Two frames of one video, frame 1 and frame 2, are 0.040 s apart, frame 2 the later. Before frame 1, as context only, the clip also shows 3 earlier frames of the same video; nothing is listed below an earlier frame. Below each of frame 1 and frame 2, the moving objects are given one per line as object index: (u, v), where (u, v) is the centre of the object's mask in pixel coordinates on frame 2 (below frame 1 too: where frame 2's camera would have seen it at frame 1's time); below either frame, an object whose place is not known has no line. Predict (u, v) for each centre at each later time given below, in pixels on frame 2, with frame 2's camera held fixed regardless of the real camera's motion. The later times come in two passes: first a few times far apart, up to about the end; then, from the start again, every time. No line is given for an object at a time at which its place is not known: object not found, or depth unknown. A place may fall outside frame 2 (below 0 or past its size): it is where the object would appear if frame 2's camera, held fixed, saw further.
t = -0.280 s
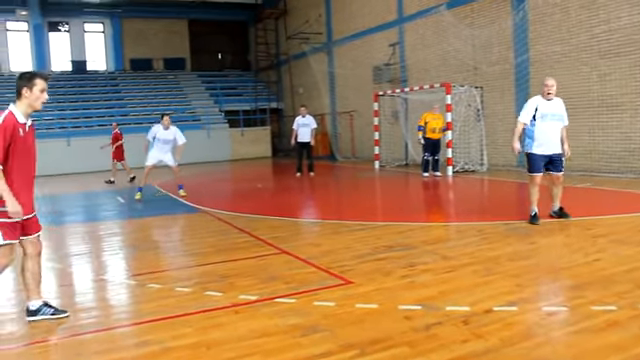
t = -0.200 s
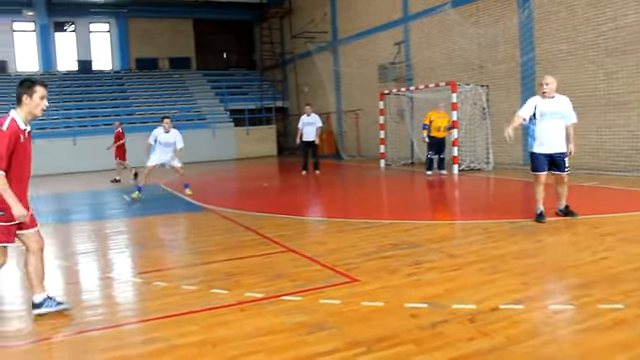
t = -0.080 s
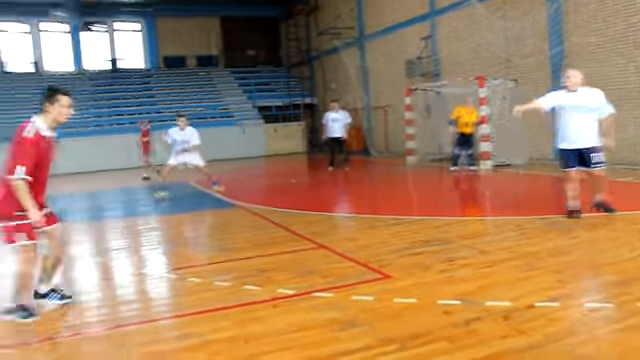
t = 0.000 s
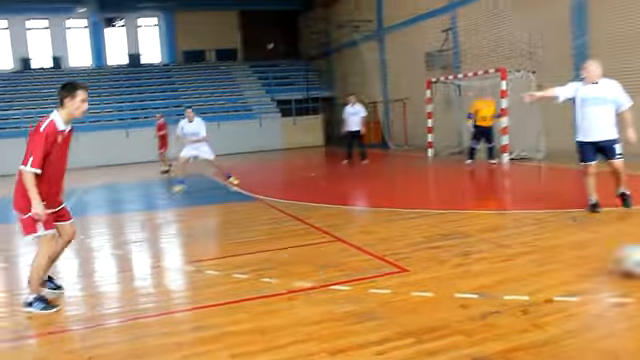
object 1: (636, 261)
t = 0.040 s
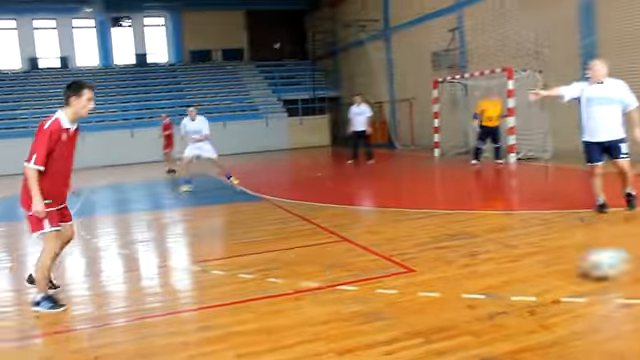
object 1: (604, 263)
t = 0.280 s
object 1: (399, 266)
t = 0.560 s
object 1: (189, 271)
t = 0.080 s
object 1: (568, 264)
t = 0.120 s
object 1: (533, 262)
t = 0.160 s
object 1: (499, 265)
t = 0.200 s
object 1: (464, 266)
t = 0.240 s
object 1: (432, 265)
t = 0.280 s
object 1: (399, 266)
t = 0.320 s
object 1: (366, 269)
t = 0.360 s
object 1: (335, 270)
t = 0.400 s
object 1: (304, 269)
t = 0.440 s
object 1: (273, 270)
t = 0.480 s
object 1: (246, 271)
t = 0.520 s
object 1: (217, 271)
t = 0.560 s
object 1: (189, 271)
